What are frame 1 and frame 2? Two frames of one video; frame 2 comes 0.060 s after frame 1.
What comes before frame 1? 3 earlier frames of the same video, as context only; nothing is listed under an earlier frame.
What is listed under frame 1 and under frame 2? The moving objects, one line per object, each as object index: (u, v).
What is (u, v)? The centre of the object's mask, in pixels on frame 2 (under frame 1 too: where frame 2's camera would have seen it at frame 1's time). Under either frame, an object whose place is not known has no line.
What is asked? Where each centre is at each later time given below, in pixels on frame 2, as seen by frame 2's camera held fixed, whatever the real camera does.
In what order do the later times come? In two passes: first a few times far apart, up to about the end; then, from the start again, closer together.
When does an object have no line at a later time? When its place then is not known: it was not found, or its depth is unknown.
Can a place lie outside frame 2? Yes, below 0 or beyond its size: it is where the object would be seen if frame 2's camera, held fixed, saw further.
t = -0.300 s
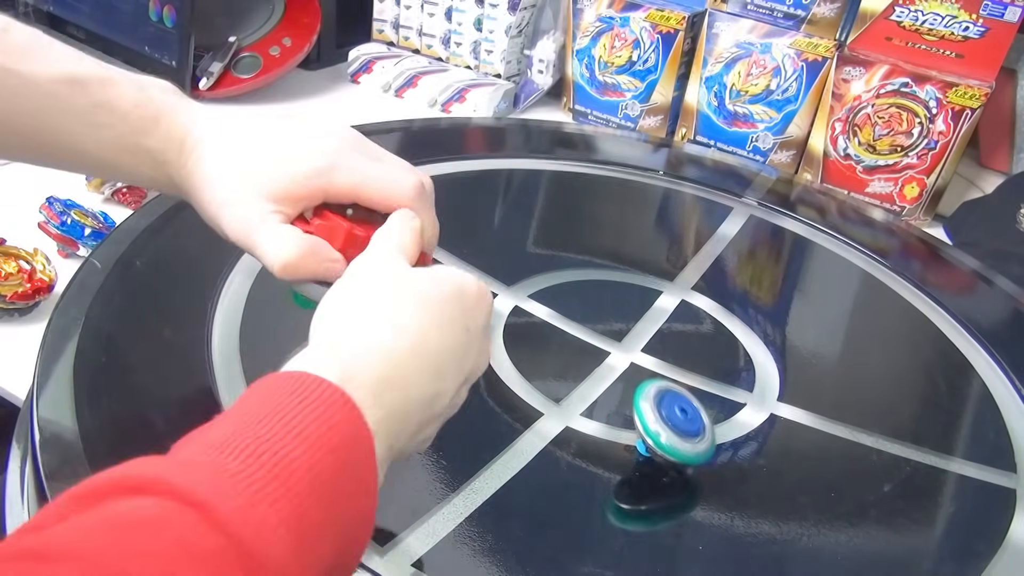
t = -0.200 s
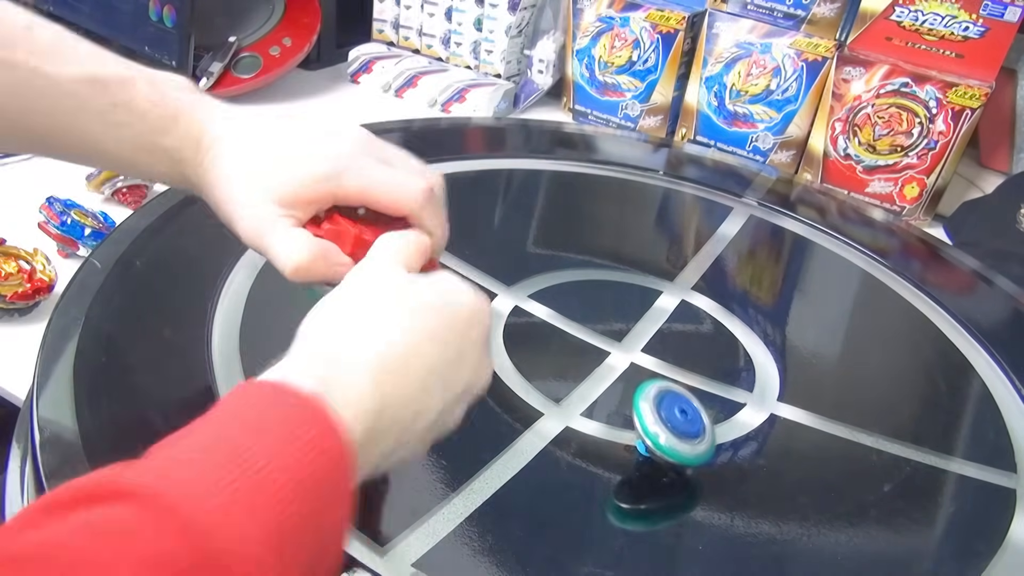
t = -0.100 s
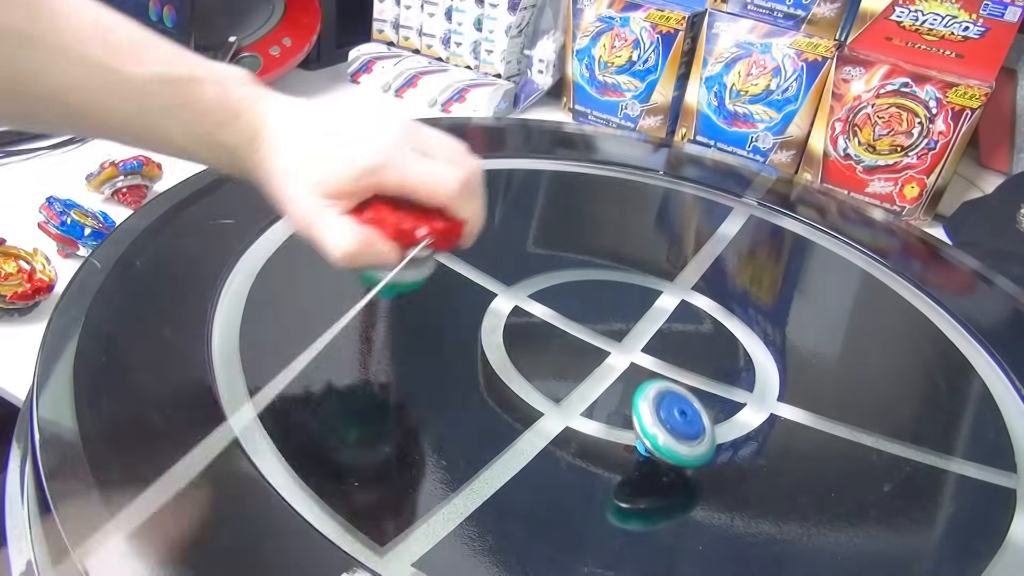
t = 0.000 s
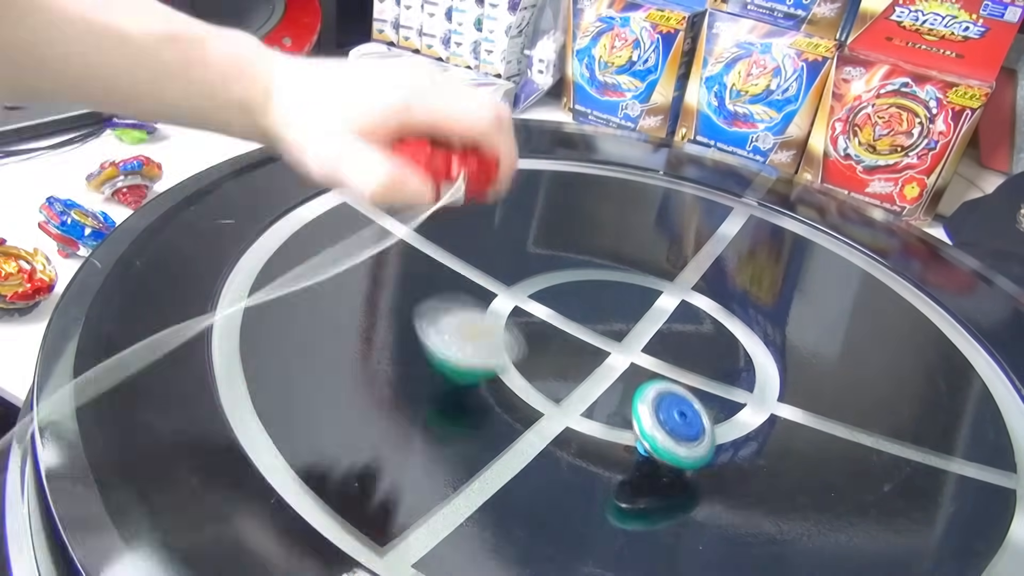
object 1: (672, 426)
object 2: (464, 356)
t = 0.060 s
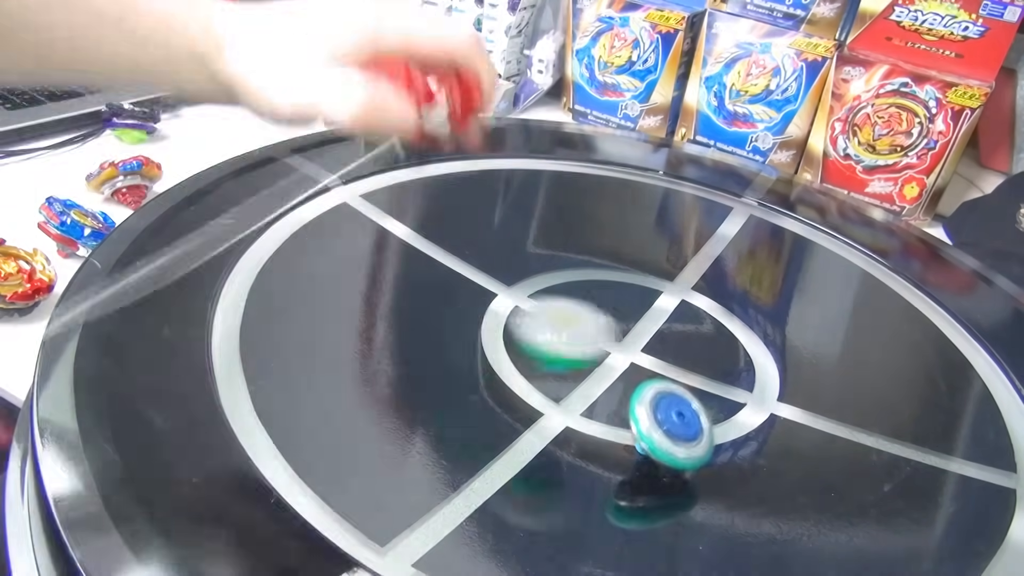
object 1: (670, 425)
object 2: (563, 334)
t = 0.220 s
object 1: (652, 442)
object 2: (681, 347)
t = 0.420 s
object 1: (638, 436)
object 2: (694, 248)
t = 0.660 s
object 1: (636, 436)
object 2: (611, 197)
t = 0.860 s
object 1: (633, 436)
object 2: (509, 163)
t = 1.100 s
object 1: (630, 435)
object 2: (387, 166)
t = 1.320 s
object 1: (628, 433)
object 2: (292, 245)
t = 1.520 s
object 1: (624, 430)
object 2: (314, 357)
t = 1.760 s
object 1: (622, 422)
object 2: (628, 508)
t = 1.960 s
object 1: (621, 423)
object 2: (907, 493)
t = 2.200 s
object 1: (620, 420)
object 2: (957, 332)
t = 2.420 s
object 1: (621, 419)
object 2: (798, 223)
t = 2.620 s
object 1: (622, 419)
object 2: (603, 157)
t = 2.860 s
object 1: (624, 419)
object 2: (348, 159)
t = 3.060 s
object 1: (625, 418)
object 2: (220, 326)
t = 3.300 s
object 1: (627, 418)
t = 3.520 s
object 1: (628, 418)
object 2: (1002, 359)
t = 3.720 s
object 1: (629, 418)
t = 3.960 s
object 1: (630, 418)
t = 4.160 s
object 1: (631, 418)
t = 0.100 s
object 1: (672, 431)
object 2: (621, 341)
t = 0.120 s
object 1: (672, 428)
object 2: (637, 329)
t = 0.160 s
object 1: (666, 432)
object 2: (660, 325)
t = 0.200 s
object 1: (656, 447)
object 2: (675, 349)
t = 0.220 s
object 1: (652, 442)
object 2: (681, 347)
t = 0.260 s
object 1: (643, 439)
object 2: (693, 304)
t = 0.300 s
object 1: (640, 436)
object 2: (694, 316)
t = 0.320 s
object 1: (640, 437)
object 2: (694, 309)
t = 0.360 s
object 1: (639, 438)
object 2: (696, 289)
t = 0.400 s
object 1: (639, 436)
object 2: (697, 258)
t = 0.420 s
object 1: (638, 436)
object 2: (694, 248)
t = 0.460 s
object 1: (639, 437)
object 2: (682, 239)
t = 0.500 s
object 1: (638, 437)
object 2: (673, 235)
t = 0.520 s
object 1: (637, 437)
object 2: (669, 233)
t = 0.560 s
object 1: (637, 437)
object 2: (653, 220)
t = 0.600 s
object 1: (637, 437)
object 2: (637, 211)
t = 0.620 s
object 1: (636, 437)
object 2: (629, 207)
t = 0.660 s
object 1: (636, 436)
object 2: (611, 197)
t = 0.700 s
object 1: (636, 437)
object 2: (592, 189)
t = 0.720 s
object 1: (635, 437)
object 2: (582, 187)
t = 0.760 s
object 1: (634, 436)
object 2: (562, 178)
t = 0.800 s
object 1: (634, 436)
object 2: (542, 172)
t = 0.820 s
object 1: (634, 436)
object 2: (531, 169)
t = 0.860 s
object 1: (633, 436)
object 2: (509, 163)
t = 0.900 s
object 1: (633, 435)
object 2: (488, 159)
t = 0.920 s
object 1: (633, 435)
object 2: (477, 156)
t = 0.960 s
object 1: (632, 436)
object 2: (454, 152)
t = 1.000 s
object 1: (630, 435)
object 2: (432, 151)
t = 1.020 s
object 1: (631, 435)
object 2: (422, 152)
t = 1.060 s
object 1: (631, 435)
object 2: (403, 163)
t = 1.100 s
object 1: (630, 435)
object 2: (387, 166)
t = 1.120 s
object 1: (629, 435)
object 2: (377, 165)
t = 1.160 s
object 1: (630, 434)
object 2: (355, 183)
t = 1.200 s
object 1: (630, 434)
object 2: (338, 193)
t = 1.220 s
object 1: (629, 435)
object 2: (328, 207)
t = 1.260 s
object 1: (627, 433)
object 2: (312, 220)
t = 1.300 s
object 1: (628, 433)
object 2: (298, 236)
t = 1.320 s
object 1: (628, 433)
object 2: (292, 245)
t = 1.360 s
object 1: (626, 433)
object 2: (284, 263)
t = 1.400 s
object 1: (626, 432)
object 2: (280, 286)
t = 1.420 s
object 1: (626, 432)
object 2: (281, 299)
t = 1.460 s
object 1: (626, 433)
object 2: (286, 325)
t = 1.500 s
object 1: (624, 432)
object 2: (302, 351)
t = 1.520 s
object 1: (624, 430)
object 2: (314, 357)
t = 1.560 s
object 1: (625, 431)
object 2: (346, 394)
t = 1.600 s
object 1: (624, 432)
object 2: (385, 429)
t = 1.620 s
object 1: (623, 431)
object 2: (408, 441)
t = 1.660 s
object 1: (623, 428)
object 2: (465, 444)
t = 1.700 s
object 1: (625, 428)
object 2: (525, 488)
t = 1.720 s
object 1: (628, 424)
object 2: (557, 497)
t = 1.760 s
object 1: (622, 422)
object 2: (628, 508)
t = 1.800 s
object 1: (622, 424)
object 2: (694, 513)
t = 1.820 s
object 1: (621, 424)
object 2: (728, 512)
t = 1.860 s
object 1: (620, 425)
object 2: (788, 515)
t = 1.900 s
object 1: (620, 424)
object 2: (844, 510)
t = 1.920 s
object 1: (620, 423)
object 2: (867, 508)
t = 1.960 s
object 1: (621, 423)
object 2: (907, 493)
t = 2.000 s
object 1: (621, 423)
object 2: (938, 474)
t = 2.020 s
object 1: (620, 422)
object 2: (950, 458)
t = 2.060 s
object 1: (620, 422)
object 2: (970, 416)
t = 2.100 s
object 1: (621, 422)
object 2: (975, 403)
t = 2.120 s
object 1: (620, 422)
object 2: (973, 390)
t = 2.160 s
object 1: (620, 421)
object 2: (969, 361)
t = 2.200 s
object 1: (620, 420)
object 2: (957, 332)
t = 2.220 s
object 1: (621, 421)
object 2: (950, 319)
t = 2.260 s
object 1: (620, 420)
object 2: (930, 293)
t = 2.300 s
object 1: (620, 420)
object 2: (906, 272)
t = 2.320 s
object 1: (621, 420)
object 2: (893, 259)
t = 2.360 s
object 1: (621, 420)
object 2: (859, 241)
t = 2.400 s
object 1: (621, 420)
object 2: (818, 227)
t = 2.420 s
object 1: (621, 419)
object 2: (798, 223)
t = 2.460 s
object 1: (621, 419)
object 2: (765, 203)
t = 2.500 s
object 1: (621, 419)
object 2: (725, 182)
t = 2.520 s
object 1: (621, 419)
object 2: (706, 179)
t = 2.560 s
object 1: (622, 419)
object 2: (666, 168)
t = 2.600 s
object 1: (622, 419)
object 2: (623, 160)
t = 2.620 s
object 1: (622, 419)
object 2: (603, 157)
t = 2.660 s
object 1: (623, 419)
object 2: (561, 149)
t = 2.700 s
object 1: (623, 419)
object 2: (520, 147)
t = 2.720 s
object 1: (623, 419)
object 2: (499, 146)
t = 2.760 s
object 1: (623, 419)
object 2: (455, 148)
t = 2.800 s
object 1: (623, 418)
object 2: (412, 143)
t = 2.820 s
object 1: (623, 418)
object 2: (390, 157)
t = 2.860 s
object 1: (624, 419)
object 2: (348, 159)
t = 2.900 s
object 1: (624, 418)
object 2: (307, 192)
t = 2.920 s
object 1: (624, 418)
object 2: (287, 188)
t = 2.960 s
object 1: (625, 418)
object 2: (253, 215)
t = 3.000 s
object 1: (624, 418)
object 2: (228, 251)
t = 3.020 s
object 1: (624, 418)
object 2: (221, 273)
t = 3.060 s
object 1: (625, 418)
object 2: (220, 326)
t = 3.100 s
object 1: (625, 418)
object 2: (245, 388)
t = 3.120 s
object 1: (625, 418)
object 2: (270, 421)
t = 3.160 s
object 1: (626, 418)
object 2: (346, 490)
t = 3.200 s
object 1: (626, 418)
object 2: (457, 537)
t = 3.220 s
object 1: (626, 418)
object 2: (517, 550)
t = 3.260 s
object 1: (627, 418)
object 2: (655, 565)
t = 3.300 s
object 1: (627, 418)
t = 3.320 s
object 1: (627, 418)
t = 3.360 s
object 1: (627, 418)
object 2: (959, 551)
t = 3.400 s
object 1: (627, 418)
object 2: (994, 528)
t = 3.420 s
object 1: (628, 418)
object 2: (1005, 494)
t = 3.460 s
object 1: (628, 418)
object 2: (1013, 442)
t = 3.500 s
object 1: (628, 418)
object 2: (1008, 386)
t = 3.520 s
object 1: (628, 418)
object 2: (1002, 359)
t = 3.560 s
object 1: (629, 418)
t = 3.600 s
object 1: (629, 418)
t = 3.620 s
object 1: (629, 418)
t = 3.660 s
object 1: (629, 418)
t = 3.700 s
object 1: (629, 418)
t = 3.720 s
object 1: (629, 418)
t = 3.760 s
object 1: (629, 418)
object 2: (709, 175)
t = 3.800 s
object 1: (629, 418)
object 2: (647, 162)
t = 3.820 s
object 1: (629, 418)
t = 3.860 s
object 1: (629, 418)
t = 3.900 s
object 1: (630, 418)
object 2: (504, 143)
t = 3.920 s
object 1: (630, 418)
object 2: (476, 144)
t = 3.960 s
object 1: (630, 418)
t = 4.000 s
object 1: (631, 418)
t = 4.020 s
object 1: (630, 418)
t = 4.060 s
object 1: (630, 418)
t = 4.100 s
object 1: (631, 418)
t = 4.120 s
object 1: (630, 418)
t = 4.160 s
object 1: (631, 418)
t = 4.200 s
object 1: (631, 419)
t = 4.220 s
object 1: (631, 419)
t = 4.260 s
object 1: (631, 419)
